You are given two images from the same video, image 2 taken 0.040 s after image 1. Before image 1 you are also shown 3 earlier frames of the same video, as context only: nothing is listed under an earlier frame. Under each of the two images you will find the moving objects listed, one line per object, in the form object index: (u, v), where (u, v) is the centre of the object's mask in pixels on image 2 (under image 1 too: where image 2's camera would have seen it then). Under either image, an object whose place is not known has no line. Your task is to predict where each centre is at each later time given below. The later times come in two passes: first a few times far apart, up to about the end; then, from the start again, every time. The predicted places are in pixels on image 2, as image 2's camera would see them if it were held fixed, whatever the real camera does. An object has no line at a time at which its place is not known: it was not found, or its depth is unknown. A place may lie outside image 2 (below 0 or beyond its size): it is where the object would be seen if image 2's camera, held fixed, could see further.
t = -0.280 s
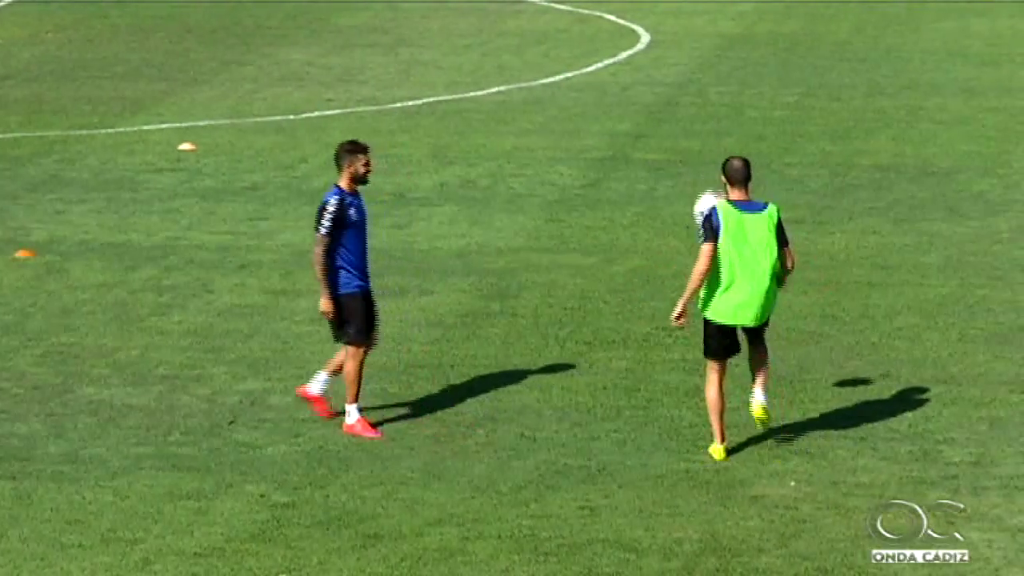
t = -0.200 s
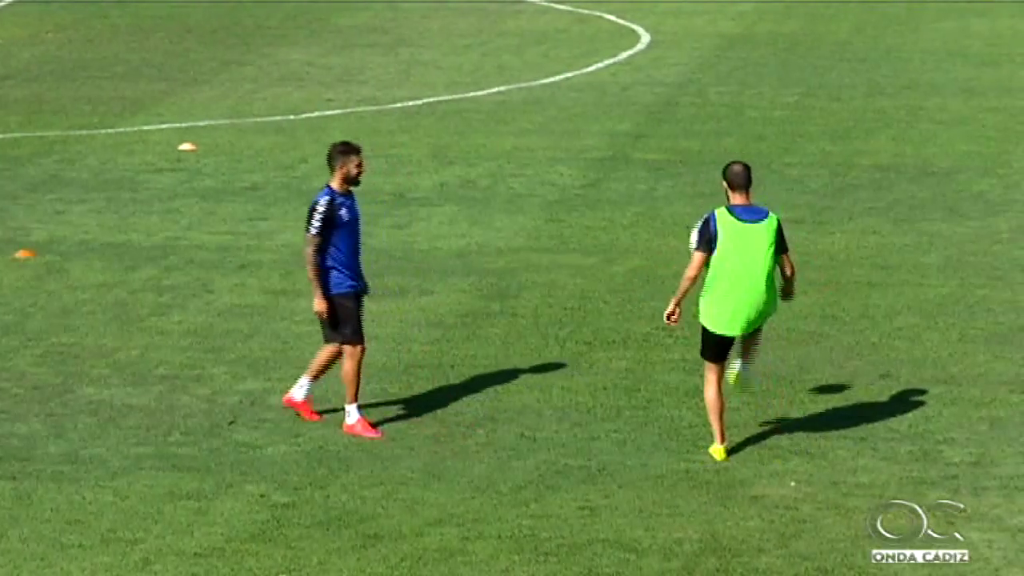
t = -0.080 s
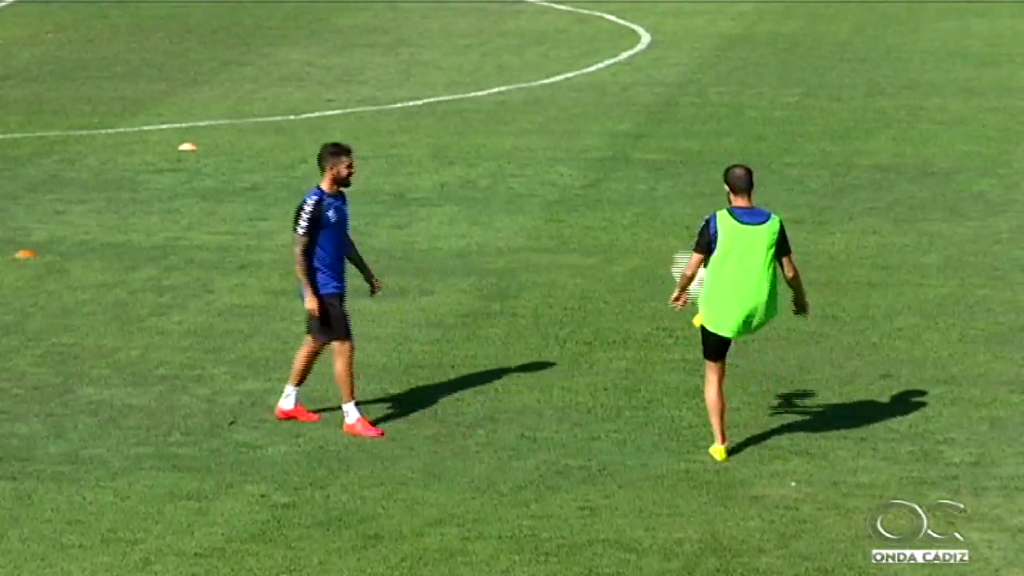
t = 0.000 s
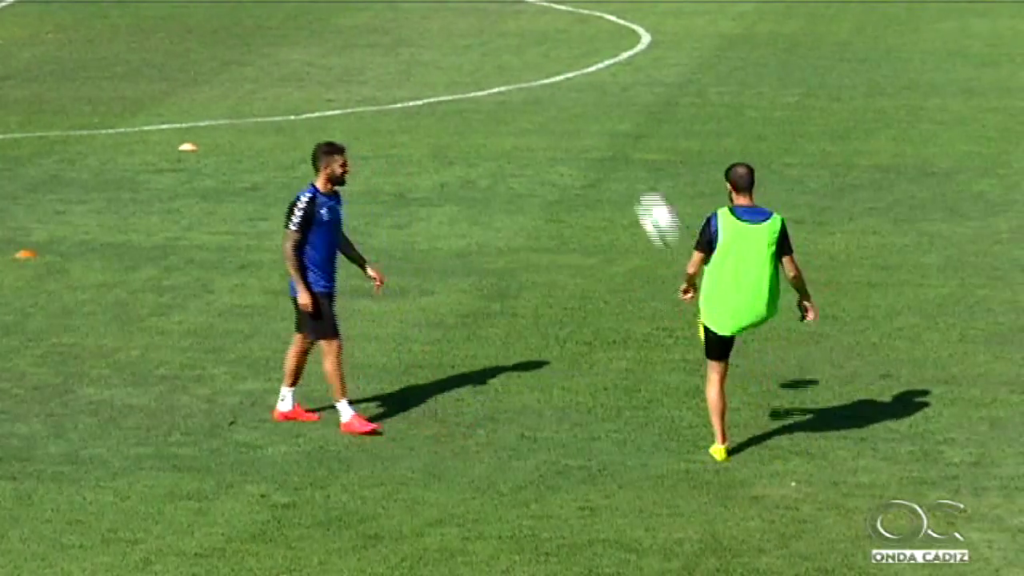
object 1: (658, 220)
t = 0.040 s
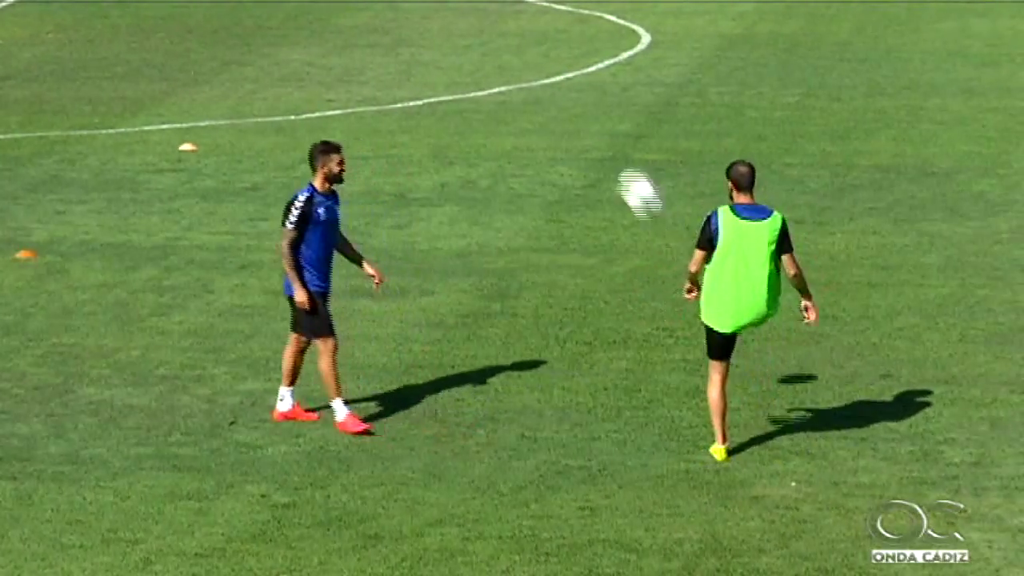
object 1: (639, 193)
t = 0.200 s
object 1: (566, 115)
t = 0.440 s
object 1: (455, 75)
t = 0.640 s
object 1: (362, 112)
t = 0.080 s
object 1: (621, 171)
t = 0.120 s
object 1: (603, 150)
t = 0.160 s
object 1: (584, 131)
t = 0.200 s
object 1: (566, 115)
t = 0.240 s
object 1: (548, 102)
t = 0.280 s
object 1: (529, 92)
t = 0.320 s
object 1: (511, 85)
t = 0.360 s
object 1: (492, 79)
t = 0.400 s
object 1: (474, 76)
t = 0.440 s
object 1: (455, 75)
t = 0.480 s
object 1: (436, 77)
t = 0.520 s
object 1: (419, 83)
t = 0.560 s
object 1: (399, 89)
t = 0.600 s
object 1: (381, 99)
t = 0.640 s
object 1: (362, 112)
